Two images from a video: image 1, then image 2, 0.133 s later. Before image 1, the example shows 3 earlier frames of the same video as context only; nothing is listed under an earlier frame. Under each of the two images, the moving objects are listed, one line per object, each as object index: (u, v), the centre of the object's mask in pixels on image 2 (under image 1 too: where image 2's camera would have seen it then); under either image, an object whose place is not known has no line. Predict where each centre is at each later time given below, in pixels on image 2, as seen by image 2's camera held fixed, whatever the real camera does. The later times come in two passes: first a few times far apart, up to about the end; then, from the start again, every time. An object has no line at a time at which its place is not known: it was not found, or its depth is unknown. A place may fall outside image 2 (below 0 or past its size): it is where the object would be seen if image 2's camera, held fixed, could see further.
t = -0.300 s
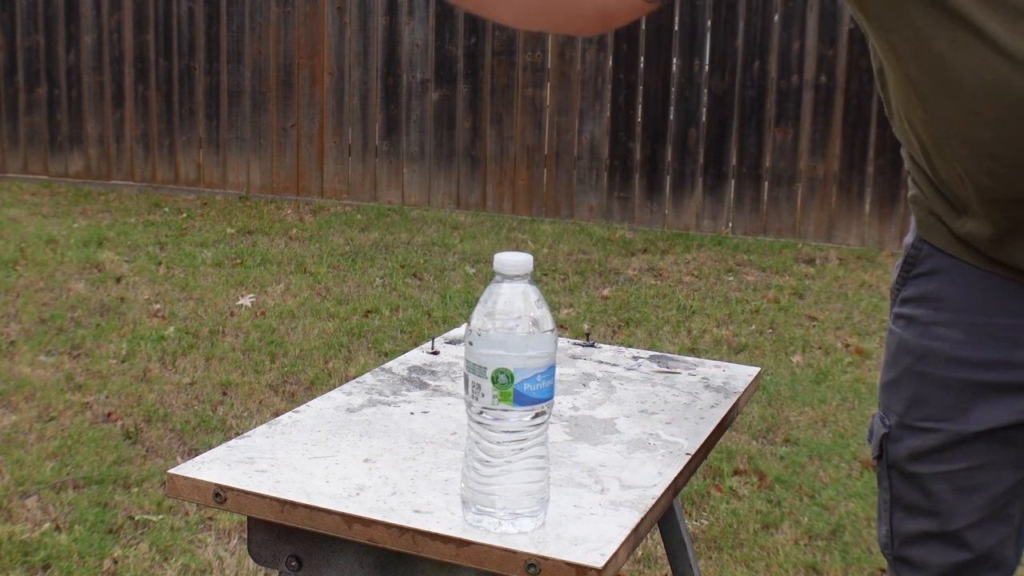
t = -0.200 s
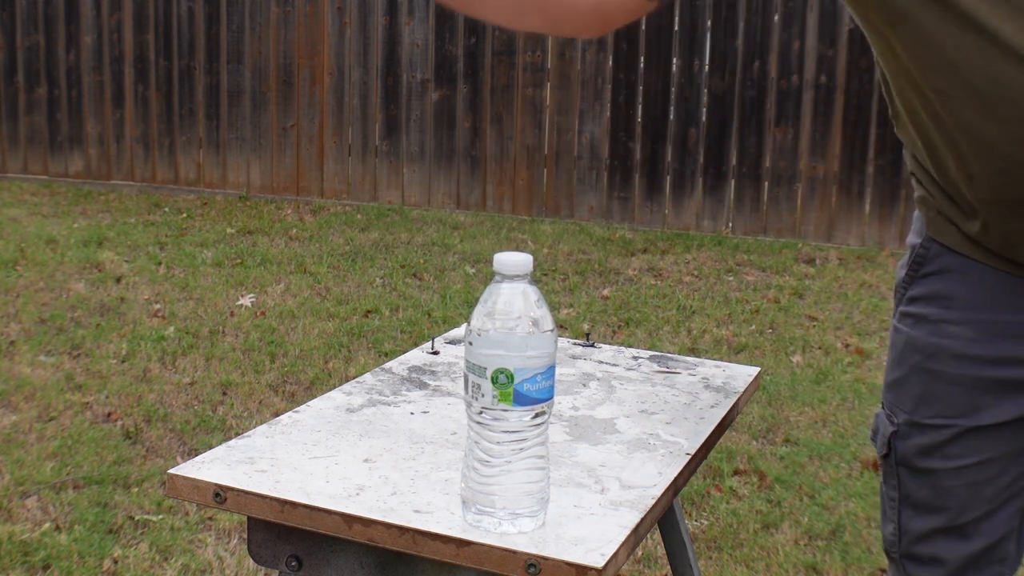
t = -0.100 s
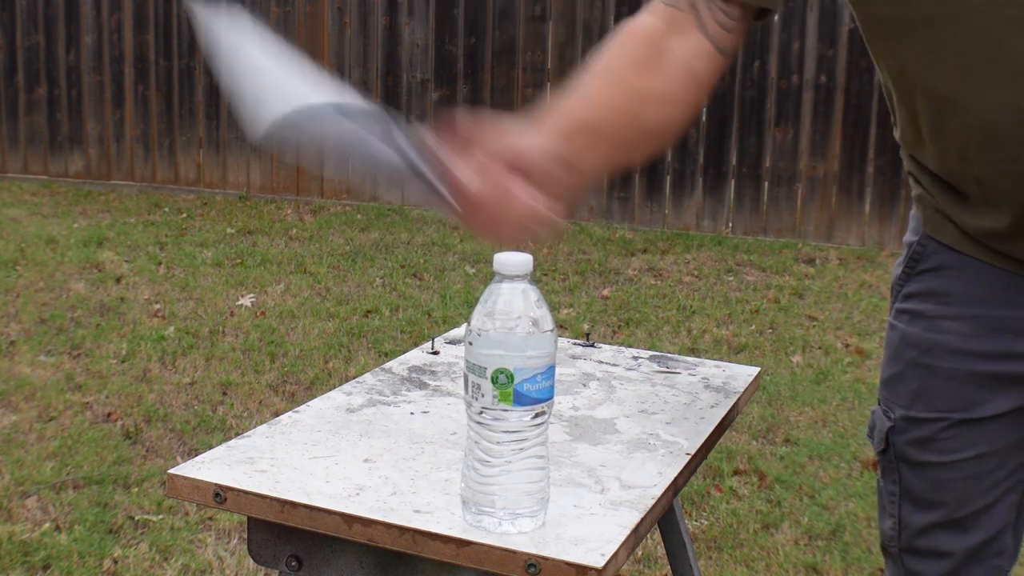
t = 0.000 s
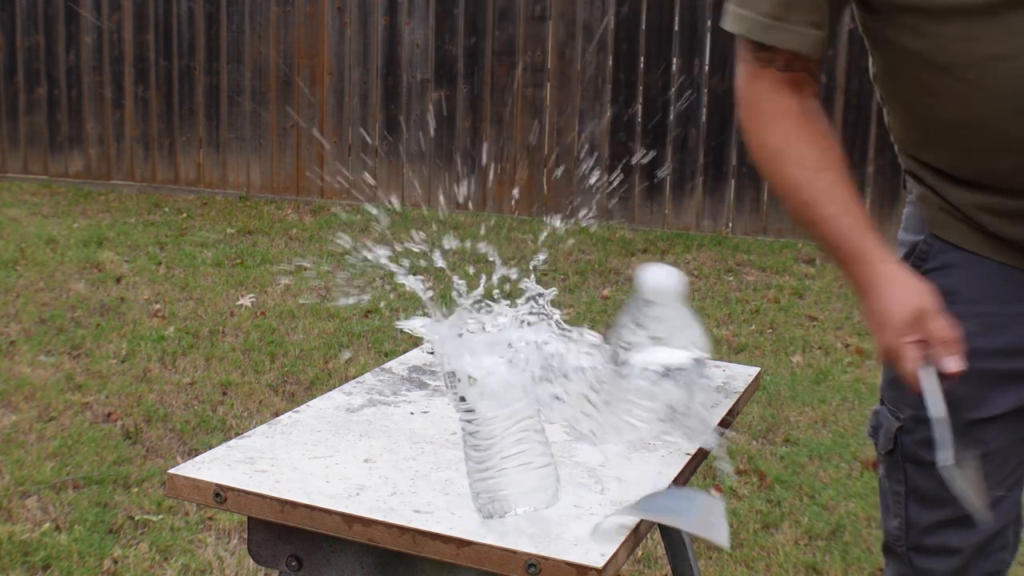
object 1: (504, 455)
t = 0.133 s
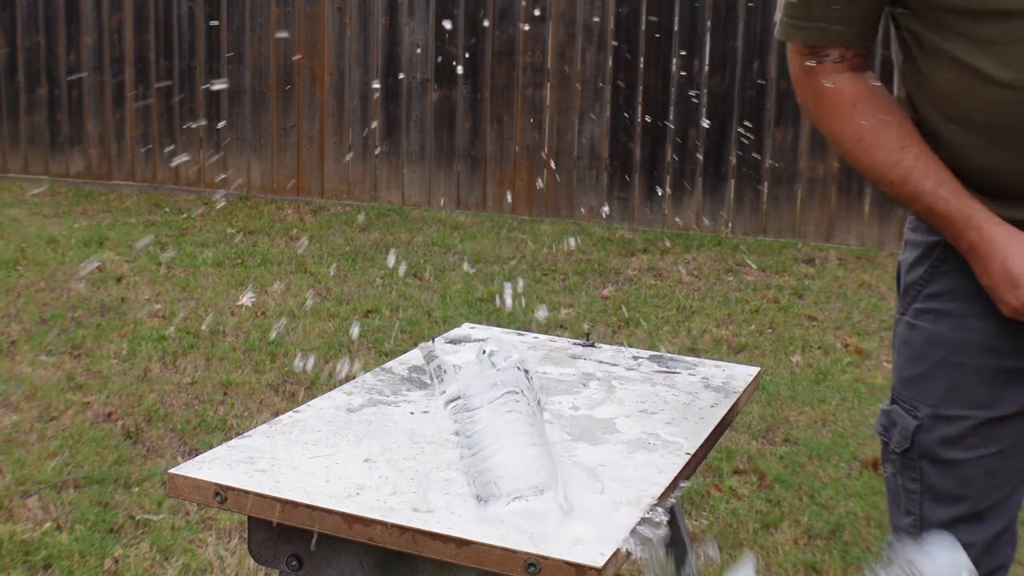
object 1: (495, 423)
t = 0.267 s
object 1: (485, 452)
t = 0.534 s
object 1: (525, 455)
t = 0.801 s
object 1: (542, 450)
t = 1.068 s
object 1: (540, 451)
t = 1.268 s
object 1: (540, 451)
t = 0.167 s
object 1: (492, 422)
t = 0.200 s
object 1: (490, 428)
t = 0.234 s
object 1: (488, 436)
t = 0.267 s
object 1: (485, 452)
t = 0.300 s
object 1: (491, 454)
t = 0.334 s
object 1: (497, 455)
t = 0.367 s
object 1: (503, 453)
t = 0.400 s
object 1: (508, 453)
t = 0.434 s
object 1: (513, 454)
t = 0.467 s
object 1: (519, 456)
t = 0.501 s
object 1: (523, 456)
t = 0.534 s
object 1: (525, 455)
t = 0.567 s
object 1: (527, 454)
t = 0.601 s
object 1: (529, 453)
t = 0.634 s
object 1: (530, 453)
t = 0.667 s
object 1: (533, 452)
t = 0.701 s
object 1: (536, 452)
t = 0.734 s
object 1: (539, 451)
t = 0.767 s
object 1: (542, 451)
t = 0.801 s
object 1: (542, 450)
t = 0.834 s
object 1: (542, 450)
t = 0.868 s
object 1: (541, 451)
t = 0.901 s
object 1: (541, 450)
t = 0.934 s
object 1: (541, 451)
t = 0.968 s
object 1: (541, 452)
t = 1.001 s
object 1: (540, 451)
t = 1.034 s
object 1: (540, 452)
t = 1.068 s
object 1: (540, 451)
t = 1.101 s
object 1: (540, 451)
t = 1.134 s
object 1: (540, 451)
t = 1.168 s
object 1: (540, 451)
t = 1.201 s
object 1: (540, 451)
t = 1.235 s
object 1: (539, 451)
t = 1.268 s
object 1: (540, 451)
